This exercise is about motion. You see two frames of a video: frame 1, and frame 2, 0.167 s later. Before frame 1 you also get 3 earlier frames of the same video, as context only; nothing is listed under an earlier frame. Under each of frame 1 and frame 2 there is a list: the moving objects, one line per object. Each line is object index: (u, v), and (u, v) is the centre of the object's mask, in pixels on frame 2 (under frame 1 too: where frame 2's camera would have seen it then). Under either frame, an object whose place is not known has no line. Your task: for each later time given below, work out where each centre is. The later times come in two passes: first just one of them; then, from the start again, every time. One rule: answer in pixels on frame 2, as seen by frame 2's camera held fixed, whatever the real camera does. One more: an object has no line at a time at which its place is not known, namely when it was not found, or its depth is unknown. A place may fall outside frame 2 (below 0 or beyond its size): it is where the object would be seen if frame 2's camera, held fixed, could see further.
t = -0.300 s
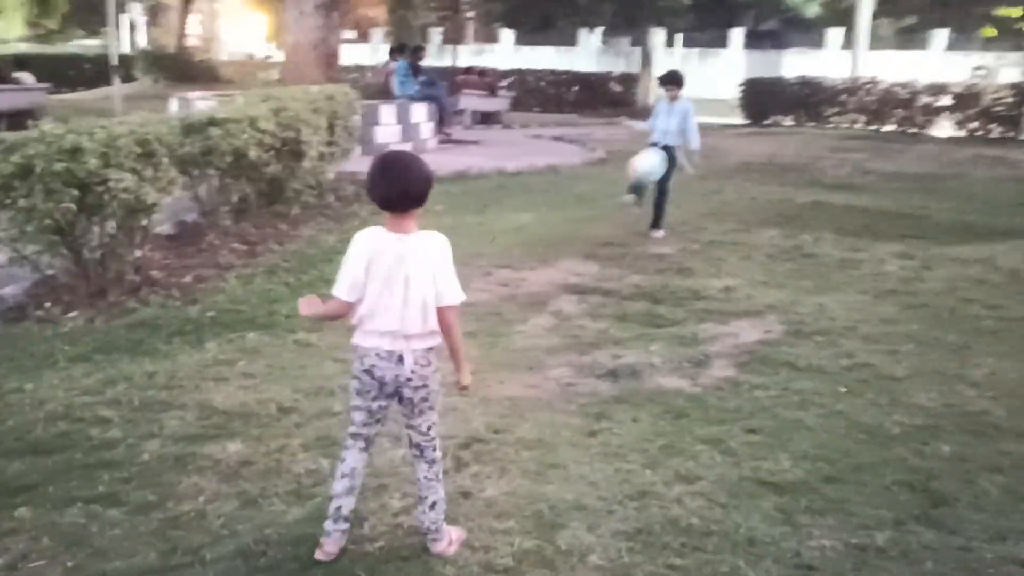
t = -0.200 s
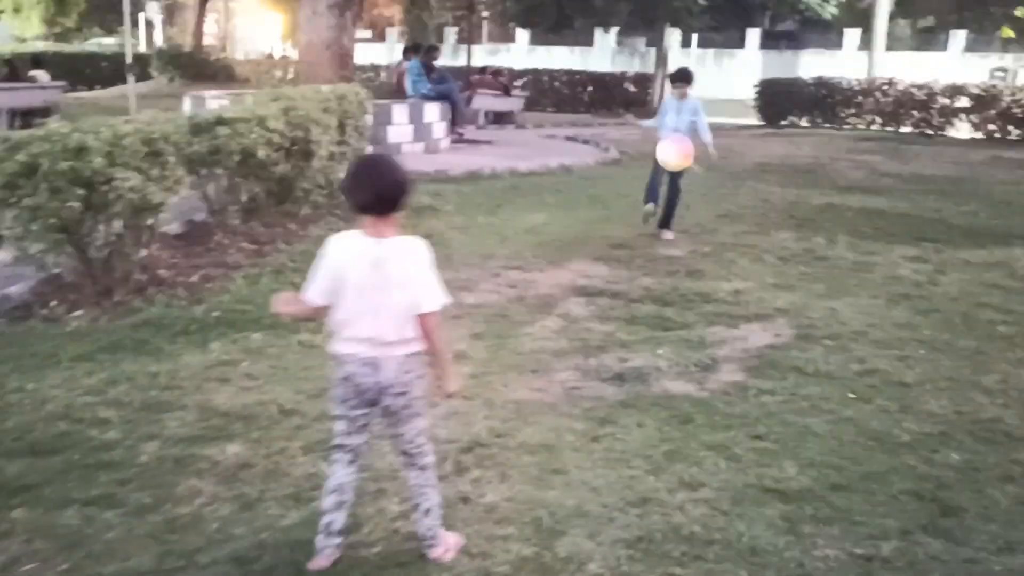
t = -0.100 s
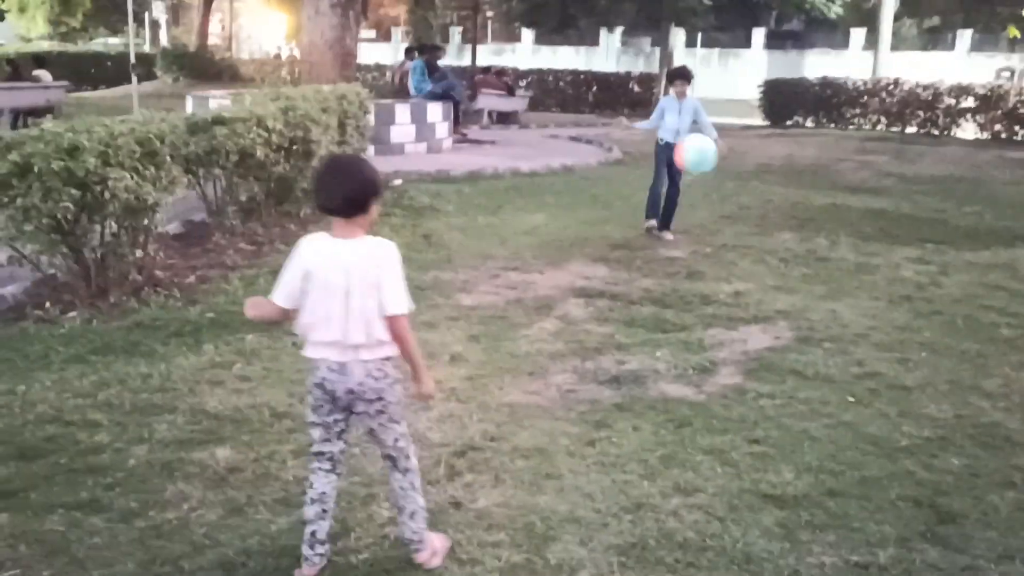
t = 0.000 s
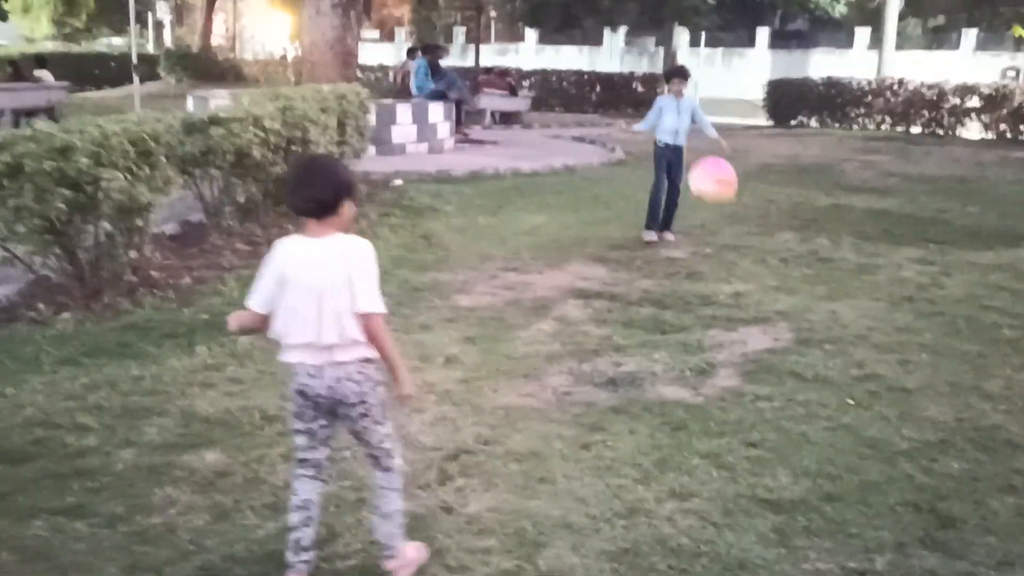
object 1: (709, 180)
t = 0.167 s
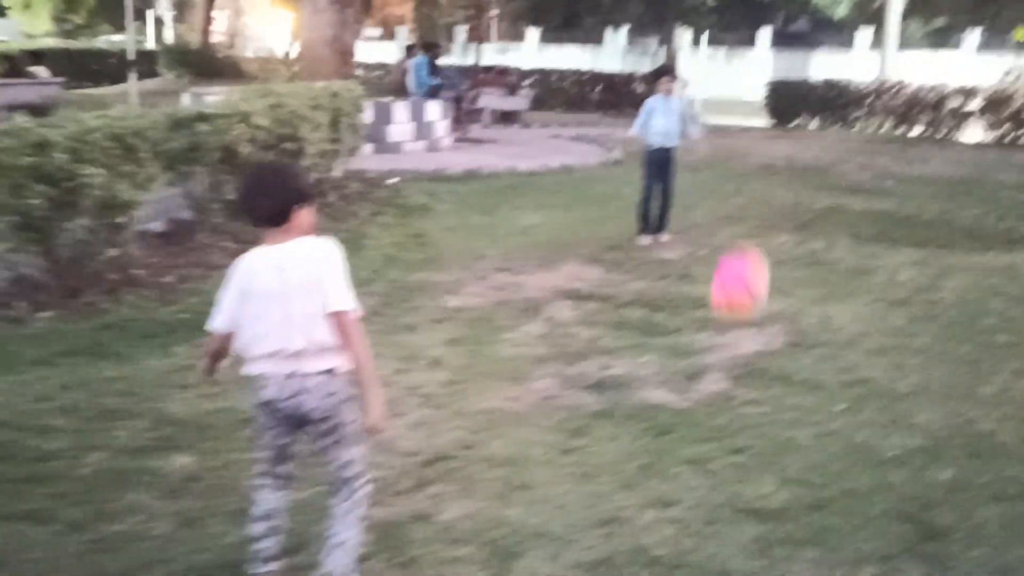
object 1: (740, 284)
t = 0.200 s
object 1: (747, 316)
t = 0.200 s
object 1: (747, 316)
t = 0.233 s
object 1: (755, 350)
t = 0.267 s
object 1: (765, 385)
